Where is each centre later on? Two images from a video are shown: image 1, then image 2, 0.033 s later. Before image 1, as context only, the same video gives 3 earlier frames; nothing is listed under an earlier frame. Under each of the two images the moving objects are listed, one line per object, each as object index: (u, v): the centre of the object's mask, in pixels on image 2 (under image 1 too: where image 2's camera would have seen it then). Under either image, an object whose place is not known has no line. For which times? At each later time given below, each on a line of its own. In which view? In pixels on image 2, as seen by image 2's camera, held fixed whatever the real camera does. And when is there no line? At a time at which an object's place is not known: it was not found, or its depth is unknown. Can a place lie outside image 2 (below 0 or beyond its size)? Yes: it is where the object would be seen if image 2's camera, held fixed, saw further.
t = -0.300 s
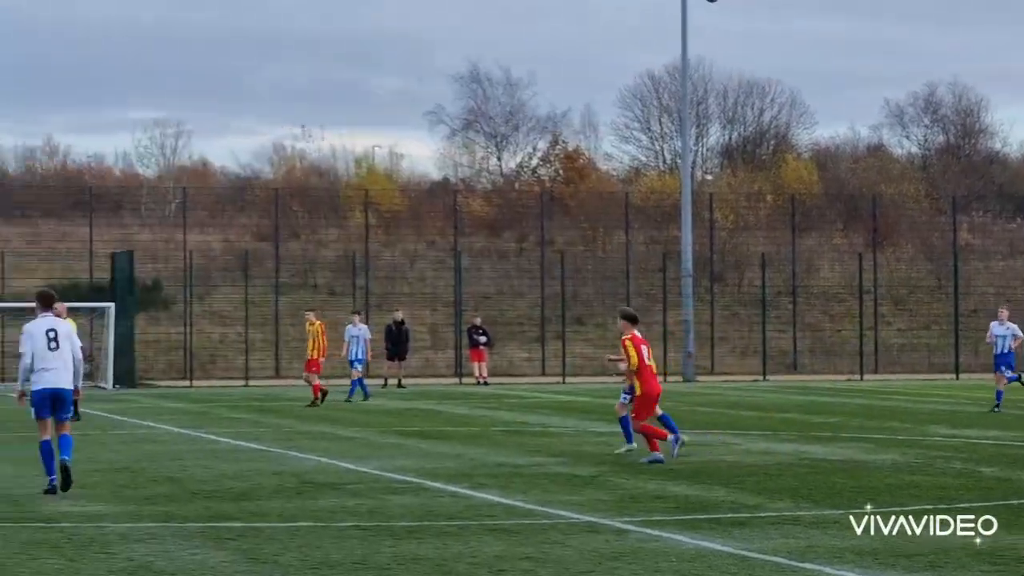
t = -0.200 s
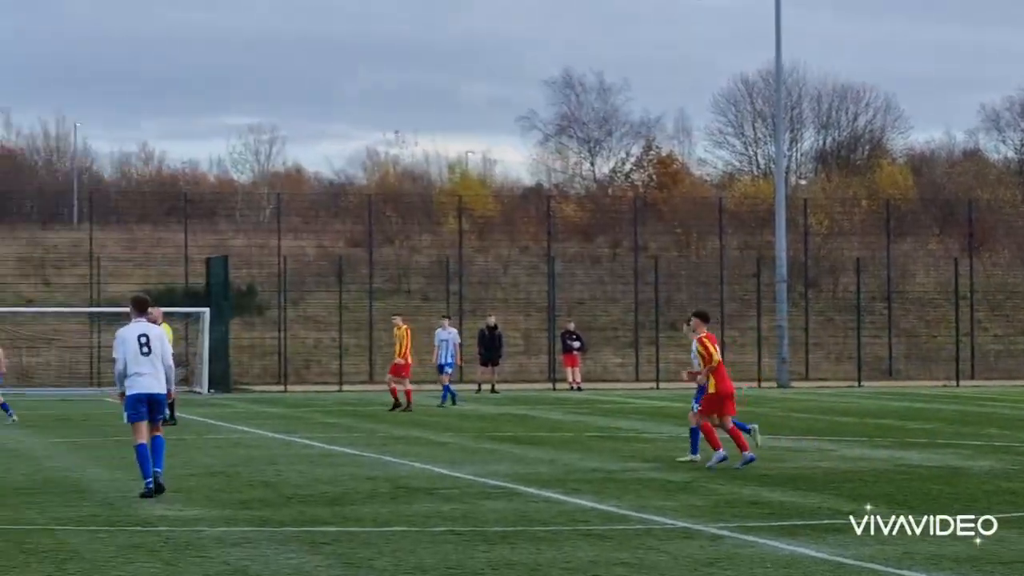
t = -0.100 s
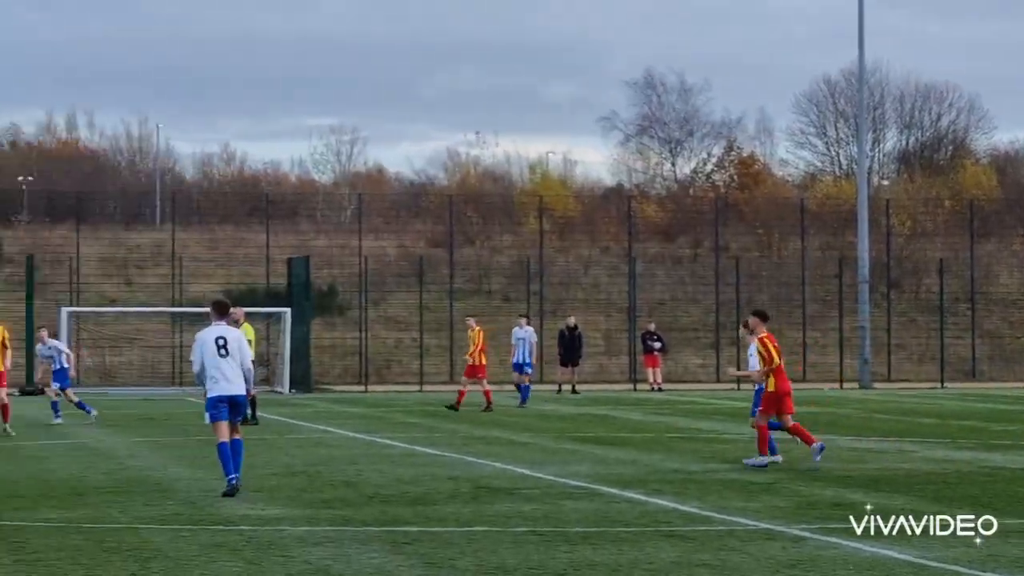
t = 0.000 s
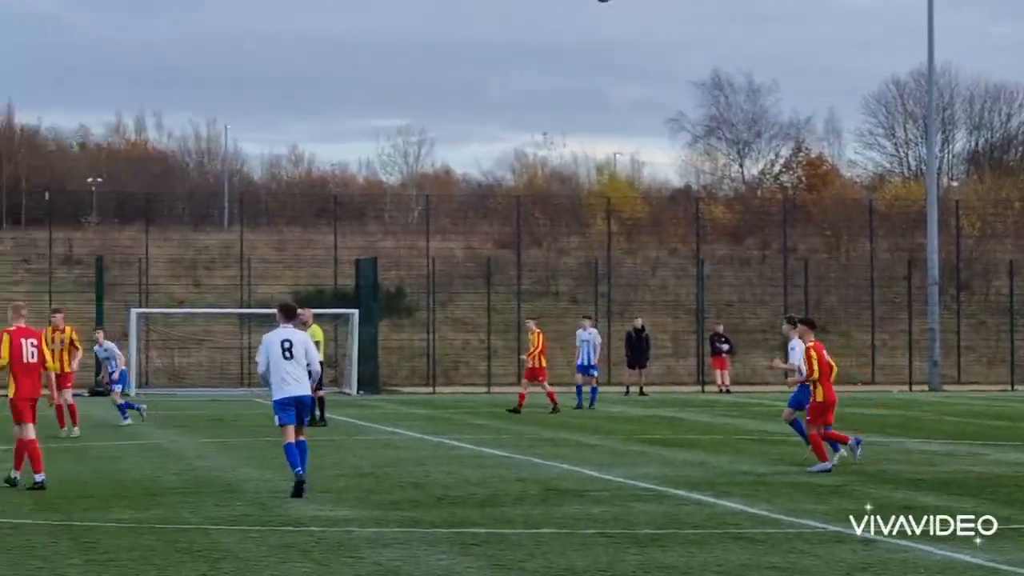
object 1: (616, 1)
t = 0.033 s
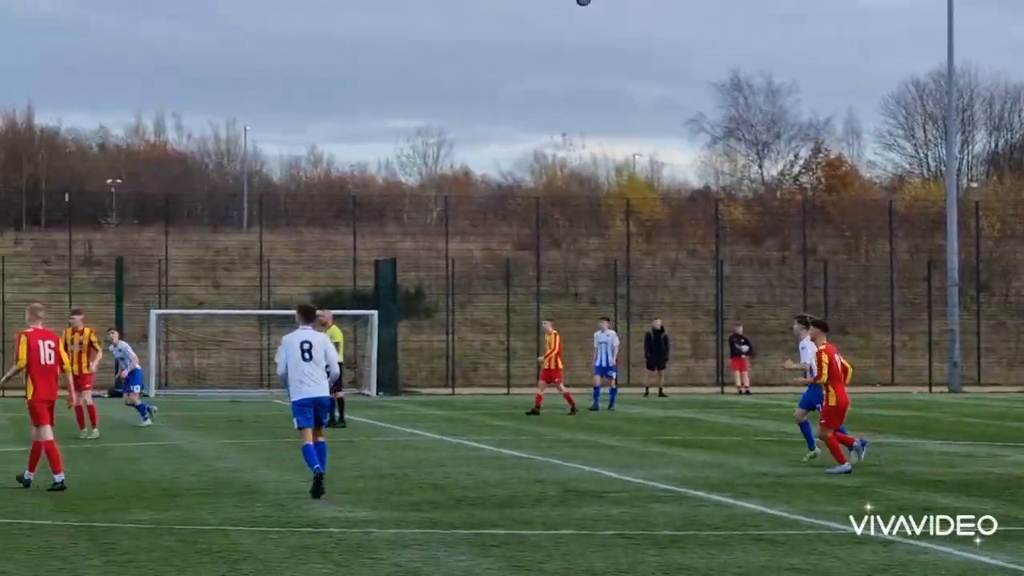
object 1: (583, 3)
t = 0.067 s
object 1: (567, 1)
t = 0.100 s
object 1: (534, 3)
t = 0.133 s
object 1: (503, 6)
